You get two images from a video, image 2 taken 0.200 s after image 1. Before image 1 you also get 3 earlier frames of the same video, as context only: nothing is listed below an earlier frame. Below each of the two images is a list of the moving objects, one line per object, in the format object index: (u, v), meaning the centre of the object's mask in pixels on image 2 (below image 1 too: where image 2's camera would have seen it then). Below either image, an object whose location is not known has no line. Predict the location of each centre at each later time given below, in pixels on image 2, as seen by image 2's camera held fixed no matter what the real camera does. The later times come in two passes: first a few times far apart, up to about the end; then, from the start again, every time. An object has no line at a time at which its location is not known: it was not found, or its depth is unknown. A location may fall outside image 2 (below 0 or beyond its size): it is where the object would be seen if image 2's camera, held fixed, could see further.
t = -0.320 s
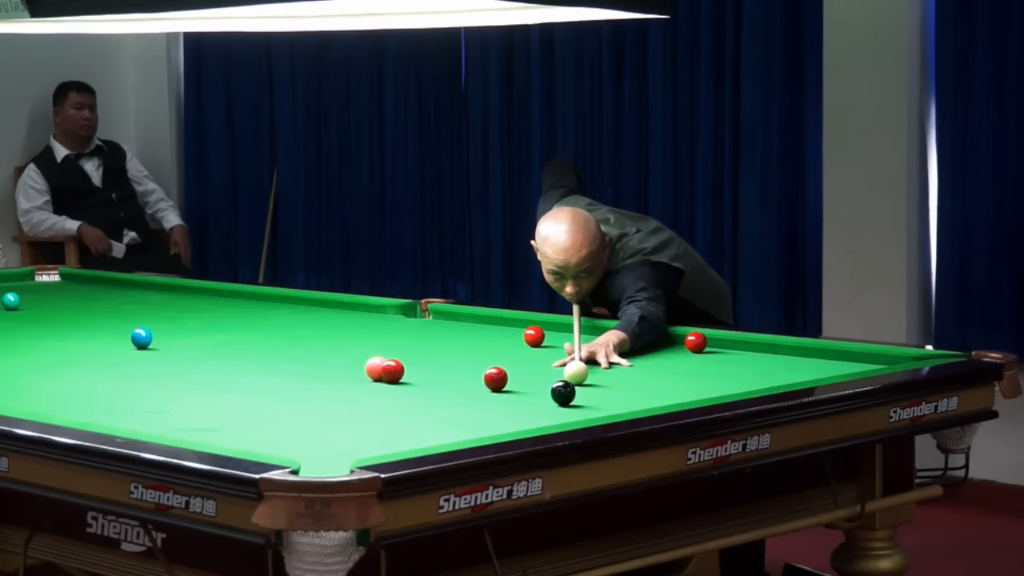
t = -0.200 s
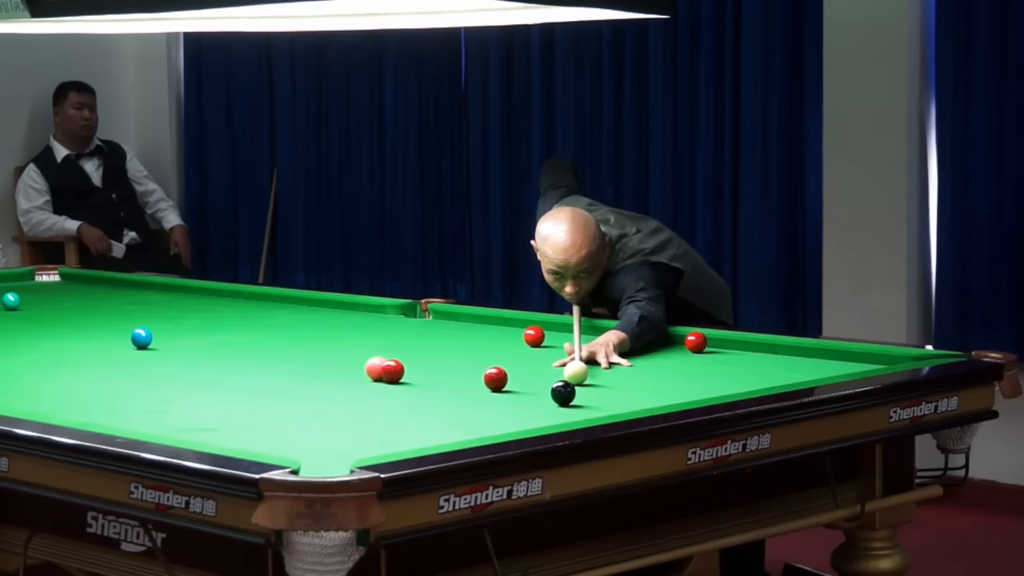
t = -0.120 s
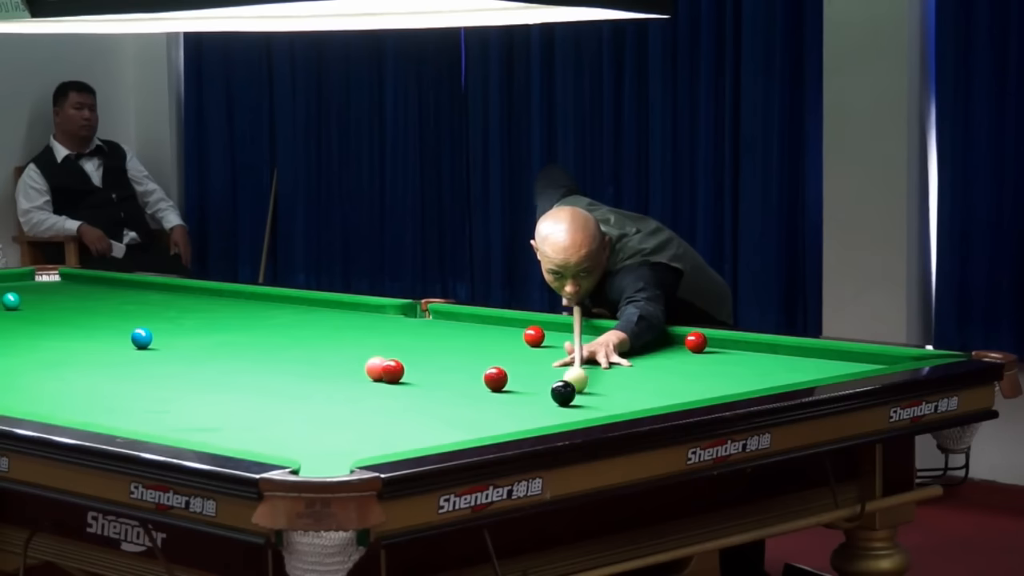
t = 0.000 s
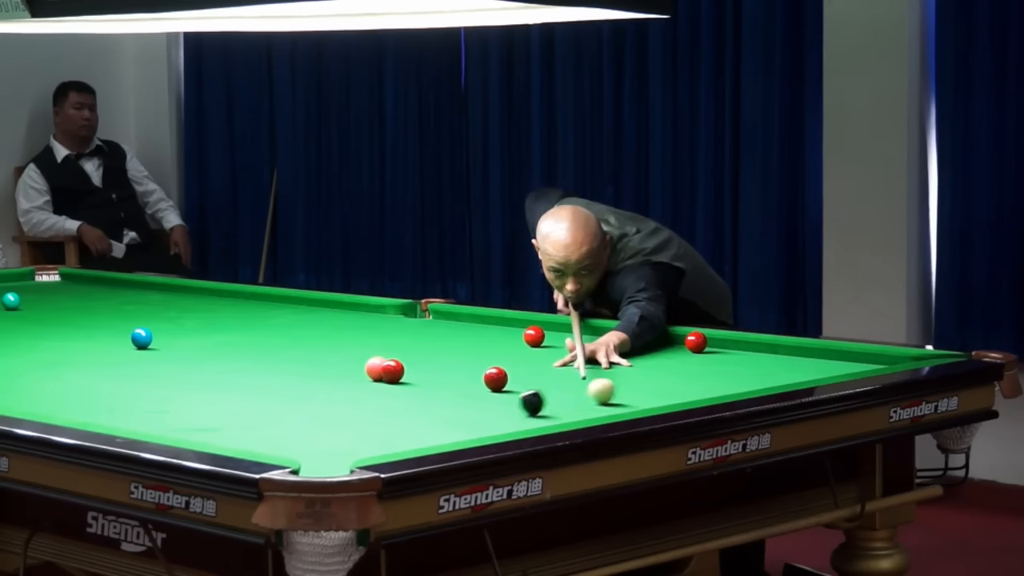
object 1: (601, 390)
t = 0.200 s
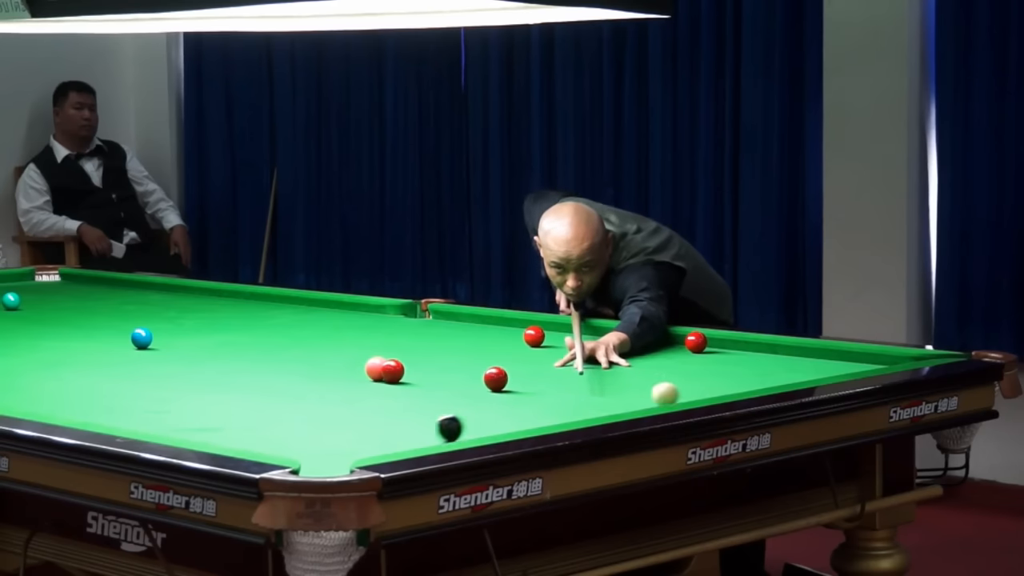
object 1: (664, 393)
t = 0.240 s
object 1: (676, 393)
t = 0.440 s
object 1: (717, 391)
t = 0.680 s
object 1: (706, 387)
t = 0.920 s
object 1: (696, 380)
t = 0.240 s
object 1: (676, 393)
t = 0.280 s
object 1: (688, 393)
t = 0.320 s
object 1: (701, 392)
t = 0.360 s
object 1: (713, 392)
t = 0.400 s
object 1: (720, 391)
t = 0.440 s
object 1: (717, 391)
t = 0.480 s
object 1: (715, 390)
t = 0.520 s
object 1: (713, 389)
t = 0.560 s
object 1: (711, 389)
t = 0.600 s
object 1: (709, 388)
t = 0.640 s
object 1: (708, 388)
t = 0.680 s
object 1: (706, 387)
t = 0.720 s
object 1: (704, 386)
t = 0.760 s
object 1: (703, 385)
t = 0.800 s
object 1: (701, 384)
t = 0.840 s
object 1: (699, 383)
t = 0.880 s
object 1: (698, 382)
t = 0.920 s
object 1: (696, 380)
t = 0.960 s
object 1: (695, 379)
